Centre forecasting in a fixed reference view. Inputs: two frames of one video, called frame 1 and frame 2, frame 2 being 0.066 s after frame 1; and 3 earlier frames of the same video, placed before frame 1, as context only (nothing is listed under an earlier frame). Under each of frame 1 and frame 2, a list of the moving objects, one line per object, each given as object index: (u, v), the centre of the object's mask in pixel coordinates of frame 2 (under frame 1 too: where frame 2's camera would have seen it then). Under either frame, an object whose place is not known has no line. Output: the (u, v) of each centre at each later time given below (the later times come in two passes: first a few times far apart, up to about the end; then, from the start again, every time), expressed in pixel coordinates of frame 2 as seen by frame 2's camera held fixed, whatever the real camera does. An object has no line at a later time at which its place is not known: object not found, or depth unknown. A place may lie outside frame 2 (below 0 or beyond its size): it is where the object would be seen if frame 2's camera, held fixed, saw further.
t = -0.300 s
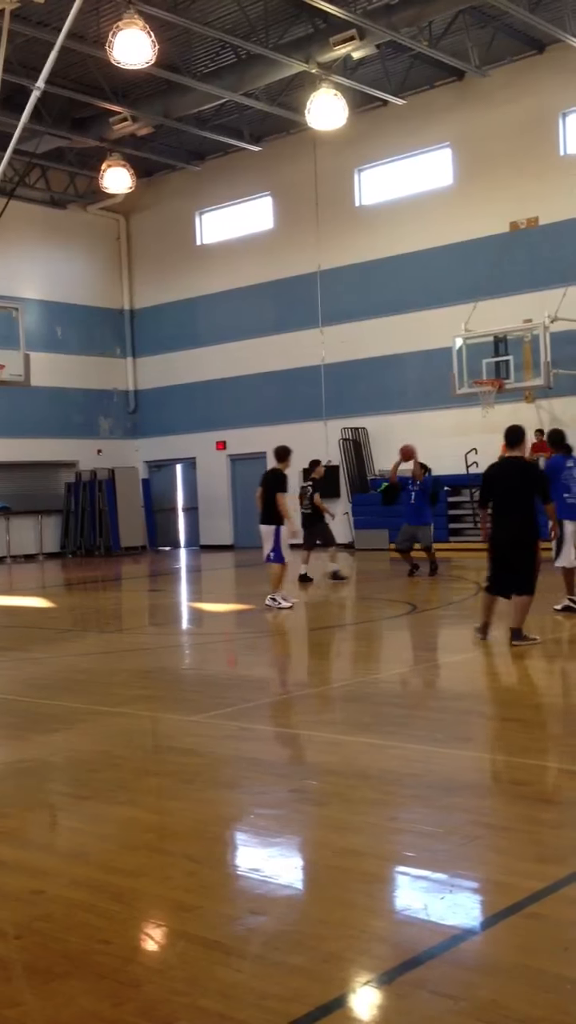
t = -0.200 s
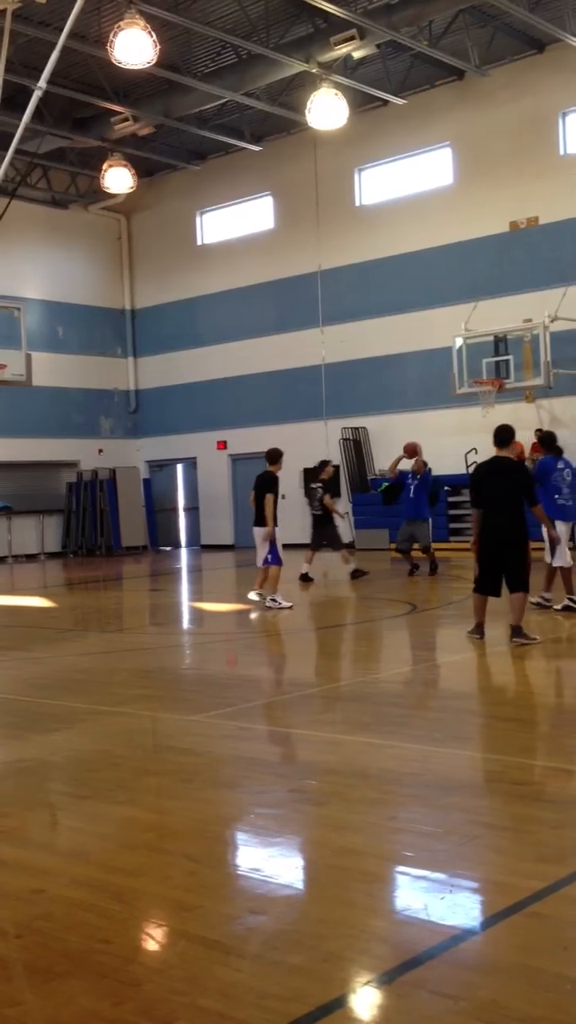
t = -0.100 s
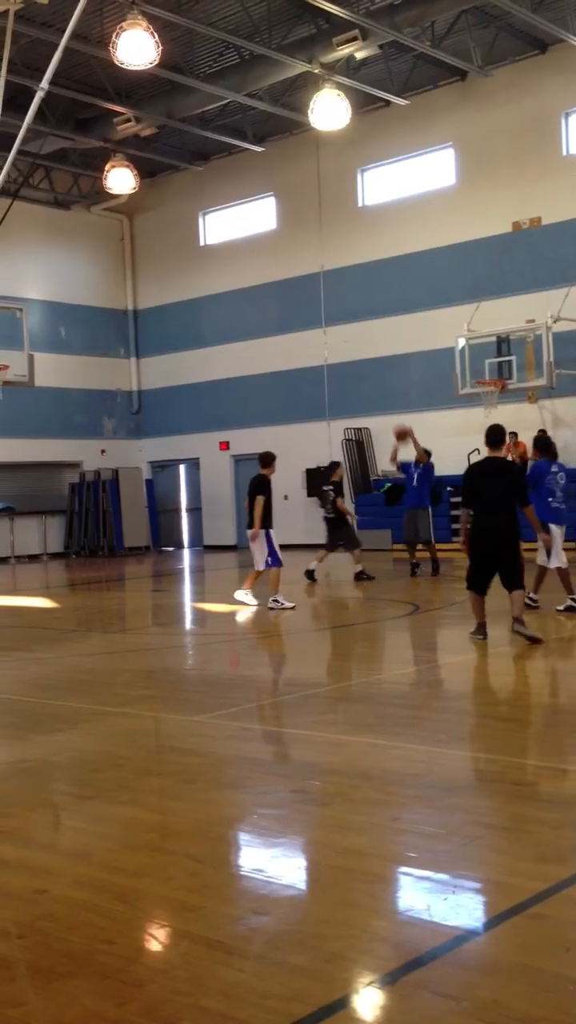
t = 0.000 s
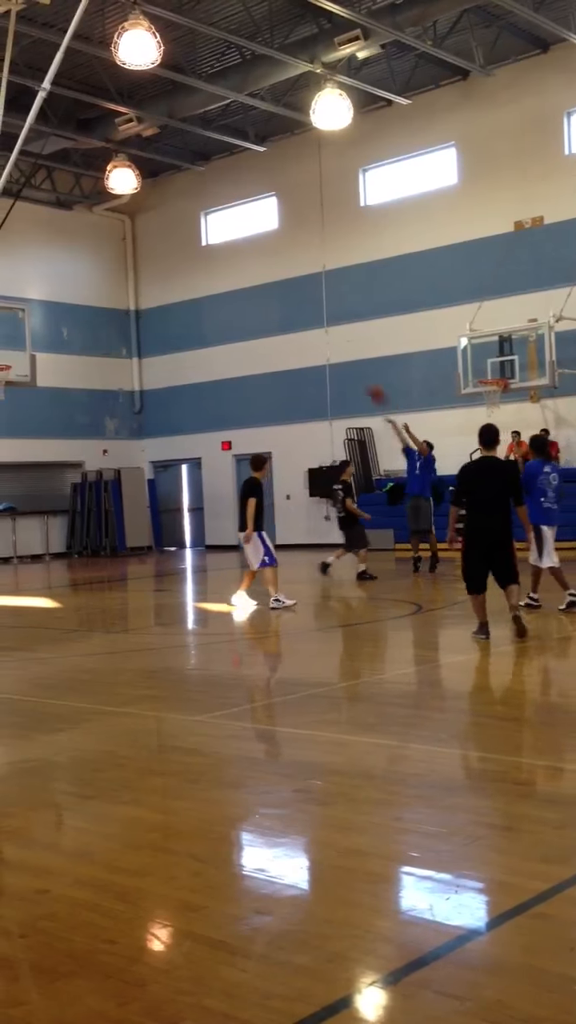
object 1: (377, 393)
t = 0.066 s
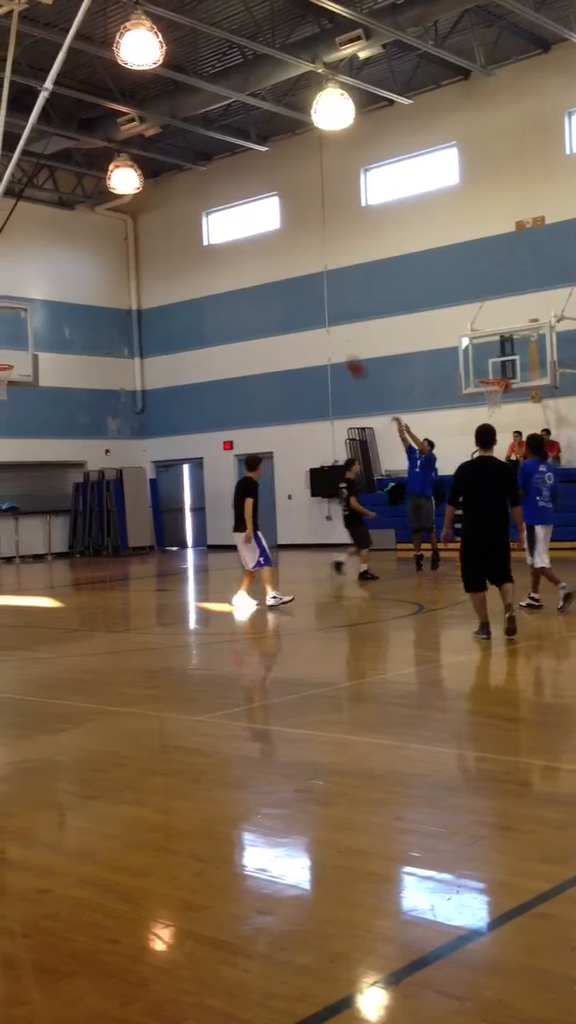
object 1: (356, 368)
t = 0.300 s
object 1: (275, 301)
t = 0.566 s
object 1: (188, 269)
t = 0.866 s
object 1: (90, 293)
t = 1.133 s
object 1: (20, 347)
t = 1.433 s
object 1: (53, 311)
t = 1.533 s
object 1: (66, 311)
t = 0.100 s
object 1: (343, 352)
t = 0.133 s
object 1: (332, 341)
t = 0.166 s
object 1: (321, 331)
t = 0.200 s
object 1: (310, 322)
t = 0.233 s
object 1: (298, 313)
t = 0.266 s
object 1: (287, 306)
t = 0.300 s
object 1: (275, 301)
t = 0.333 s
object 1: (265, 294)
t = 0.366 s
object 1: (253, 288)
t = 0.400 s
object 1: (243, 282)
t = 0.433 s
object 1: (232, 278)
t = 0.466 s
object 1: (221, 274)
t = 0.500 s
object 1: (210, 272)
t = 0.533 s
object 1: (199, 270)
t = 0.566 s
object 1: (188, 269)
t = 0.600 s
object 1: (177, 268)
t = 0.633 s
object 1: (166, 268)
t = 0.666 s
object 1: (155, 269)
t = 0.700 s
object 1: (145, 270)
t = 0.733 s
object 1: (133, 274)
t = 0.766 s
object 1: (122, 278)
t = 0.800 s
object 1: (112, 282)
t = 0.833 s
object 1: (101, 287)
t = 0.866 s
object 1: (90, 293)
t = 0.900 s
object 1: (78, 302)
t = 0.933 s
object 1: (67, 308)
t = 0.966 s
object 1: (56, 317)
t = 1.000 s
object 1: (45, 327)
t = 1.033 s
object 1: (35, 336)
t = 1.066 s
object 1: (23, 349)
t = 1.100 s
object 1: (17, 355)
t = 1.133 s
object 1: (20, 347)
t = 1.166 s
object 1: (23, 340)
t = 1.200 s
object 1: (27, 333)
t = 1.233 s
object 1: (31, 328)
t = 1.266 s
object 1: (35, 323)
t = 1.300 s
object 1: (38, 319)
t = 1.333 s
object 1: (42, 315)
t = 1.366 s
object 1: (46, 314)
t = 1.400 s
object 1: (49, 312)
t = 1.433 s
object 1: (53, 311)
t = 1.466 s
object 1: (57, 311)
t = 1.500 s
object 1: (62, 310)
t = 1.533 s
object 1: (66, 311)
